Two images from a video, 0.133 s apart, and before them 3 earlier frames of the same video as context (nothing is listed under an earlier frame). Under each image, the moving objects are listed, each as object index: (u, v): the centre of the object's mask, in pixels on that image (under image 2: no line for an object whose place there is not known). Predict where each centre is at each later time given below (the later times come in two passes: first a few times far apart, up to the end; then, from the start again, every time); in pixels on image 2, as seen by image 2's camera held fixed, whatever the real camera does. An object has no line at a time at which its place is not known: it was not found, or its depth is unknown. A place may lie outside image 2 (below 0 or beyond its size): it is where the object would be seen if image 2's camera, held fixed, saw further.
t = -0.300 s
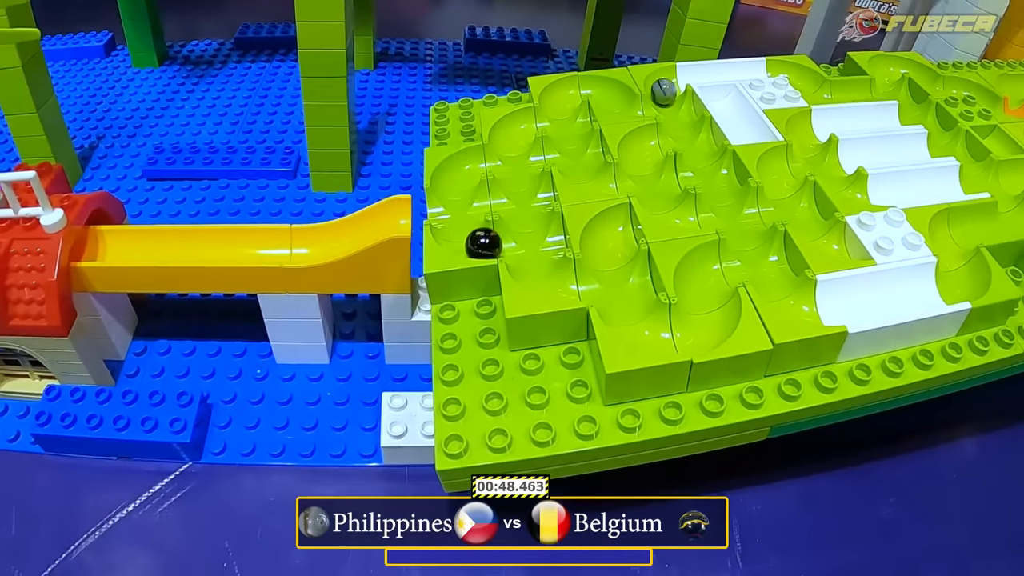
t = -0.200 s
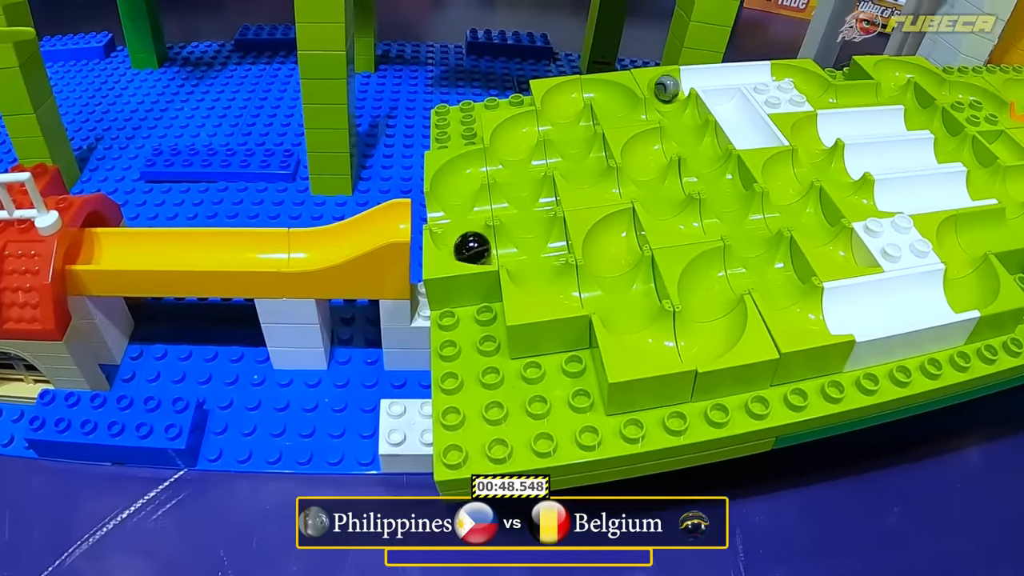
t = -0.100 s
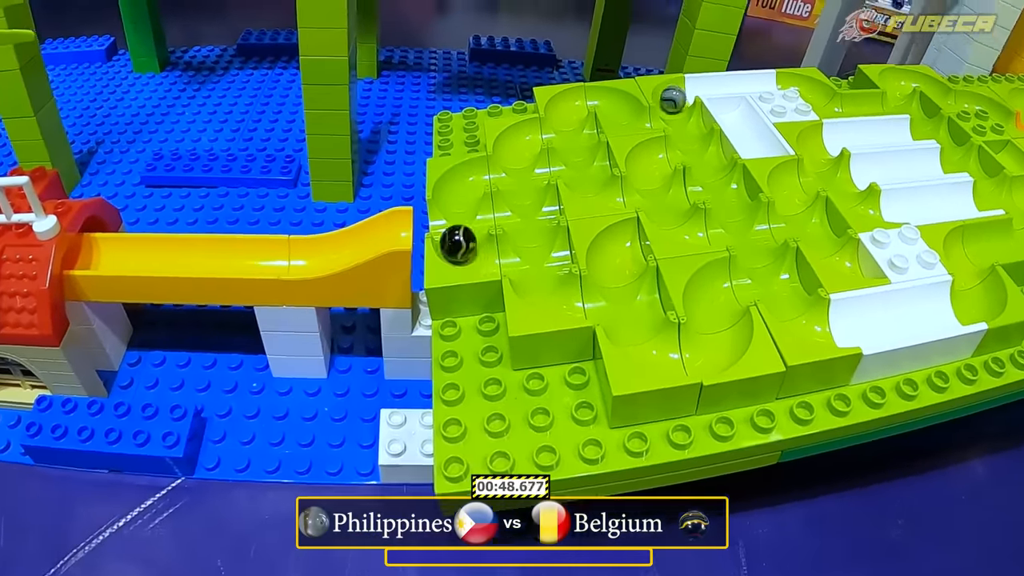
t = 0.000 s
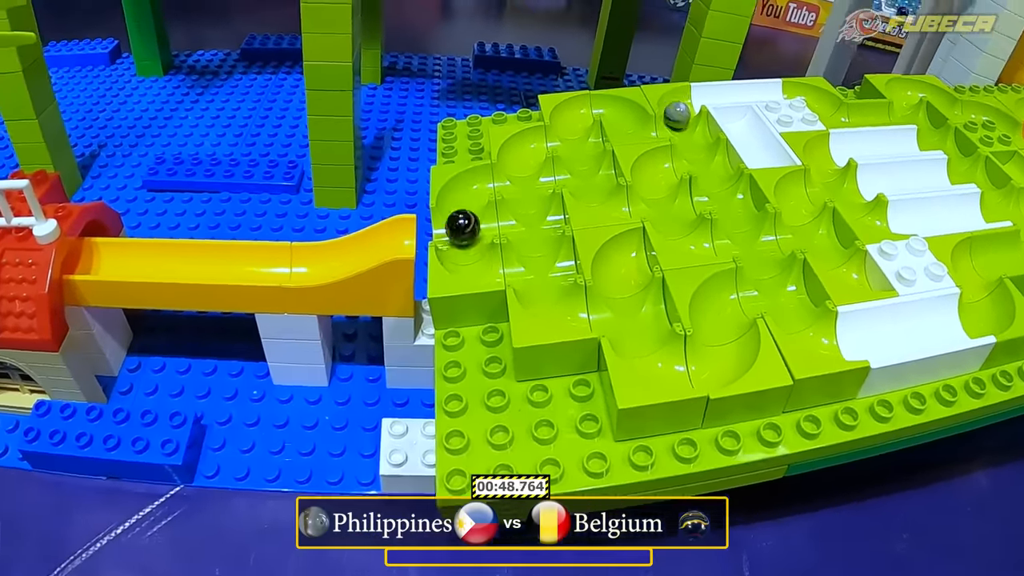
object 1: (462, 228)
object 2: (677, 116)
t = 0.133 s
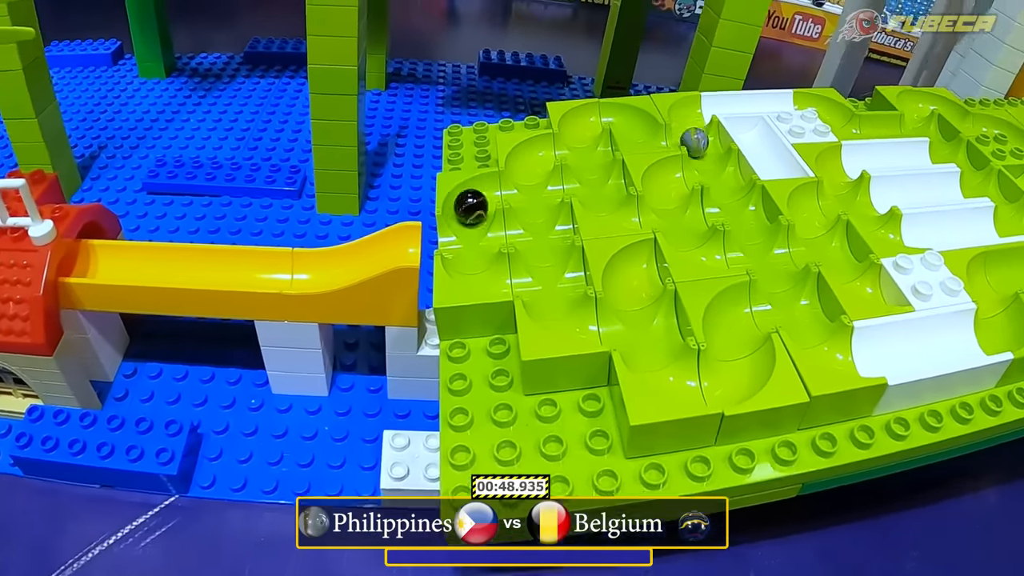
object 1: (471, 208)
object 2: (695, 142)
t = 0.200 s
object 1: (475, 198)
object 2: (690, 140)
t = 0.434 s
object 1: (469, 208)
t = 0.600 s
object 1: (467, 239)
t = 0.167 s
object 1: (471, 201)
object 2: (693, 142)
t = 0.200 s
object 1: (475, 198)
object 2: (690, 140)
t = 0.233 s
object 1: (480, 198)
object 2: (685, 139)
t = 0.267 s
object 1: (483, 198)
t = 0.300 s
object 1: (483, 197)
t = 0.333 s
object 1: (479, 196)
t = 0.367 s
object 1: (476, 199)
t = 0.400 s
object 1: (473, 203)
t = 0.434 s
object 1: (469, 208)
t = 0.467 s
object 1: (465, 214)
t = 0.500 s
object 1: (466, 220)
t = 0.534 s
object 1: (470, 226)
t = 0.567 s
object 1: (471, 232)
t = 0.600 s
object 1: (467, 239)
